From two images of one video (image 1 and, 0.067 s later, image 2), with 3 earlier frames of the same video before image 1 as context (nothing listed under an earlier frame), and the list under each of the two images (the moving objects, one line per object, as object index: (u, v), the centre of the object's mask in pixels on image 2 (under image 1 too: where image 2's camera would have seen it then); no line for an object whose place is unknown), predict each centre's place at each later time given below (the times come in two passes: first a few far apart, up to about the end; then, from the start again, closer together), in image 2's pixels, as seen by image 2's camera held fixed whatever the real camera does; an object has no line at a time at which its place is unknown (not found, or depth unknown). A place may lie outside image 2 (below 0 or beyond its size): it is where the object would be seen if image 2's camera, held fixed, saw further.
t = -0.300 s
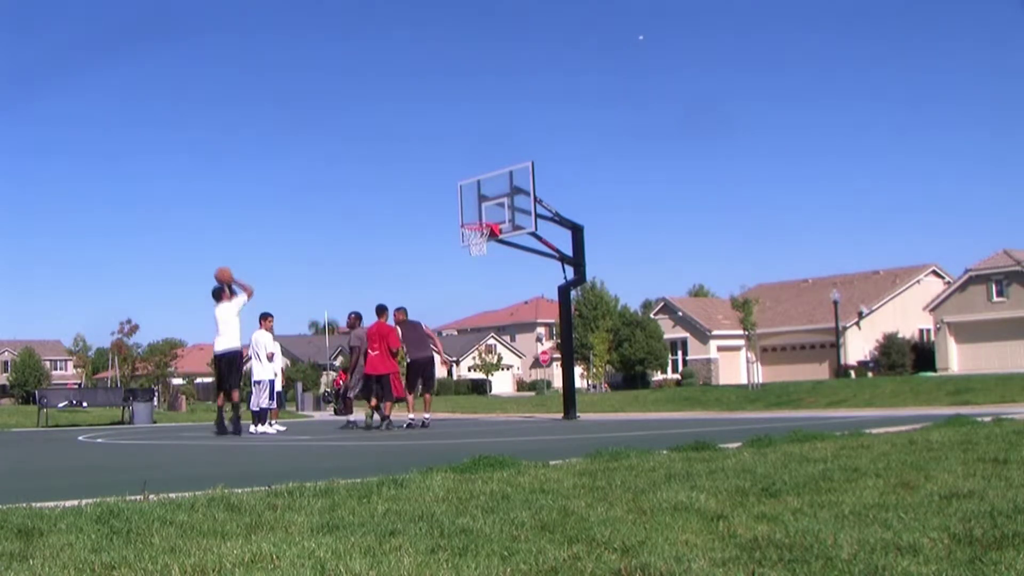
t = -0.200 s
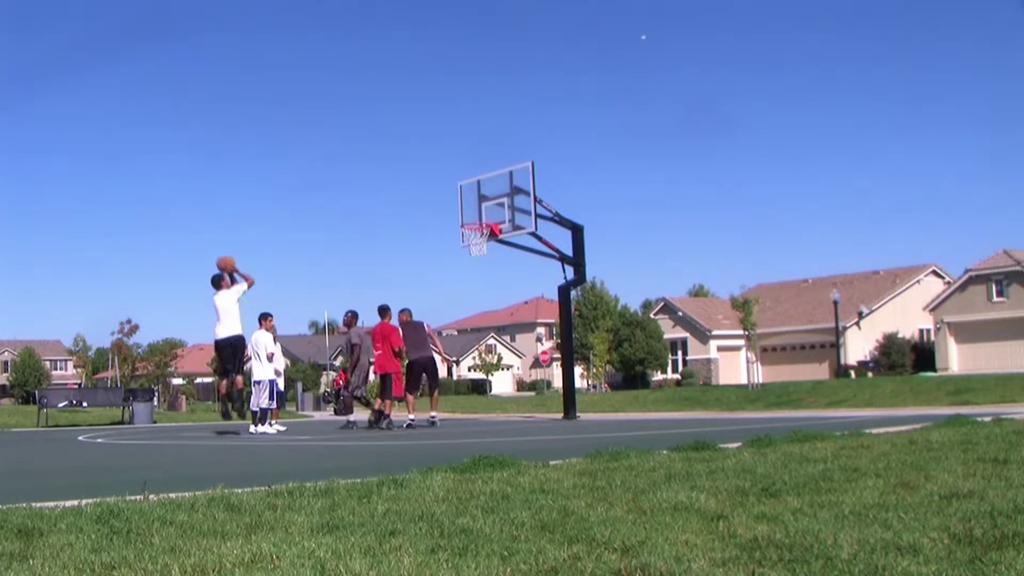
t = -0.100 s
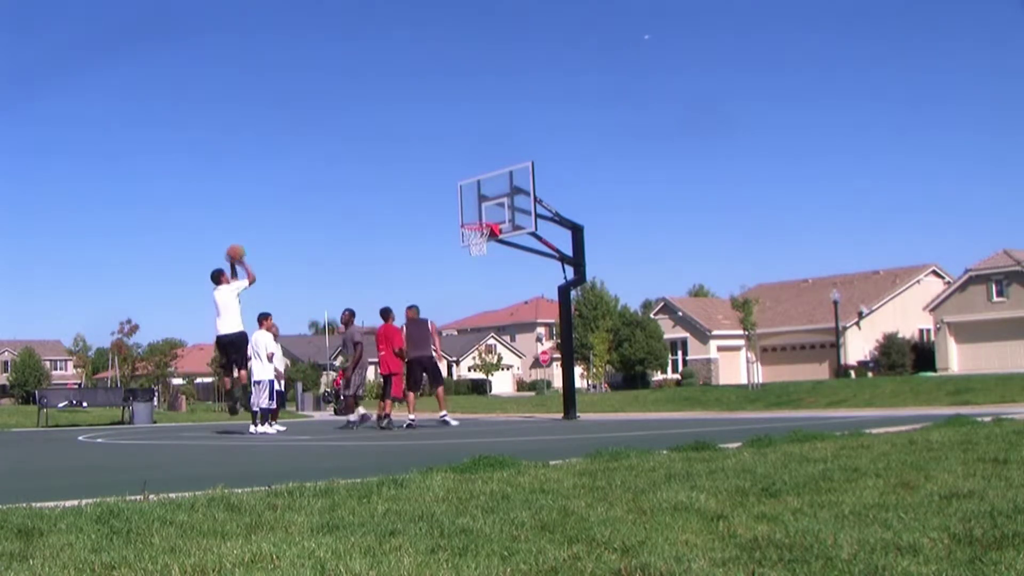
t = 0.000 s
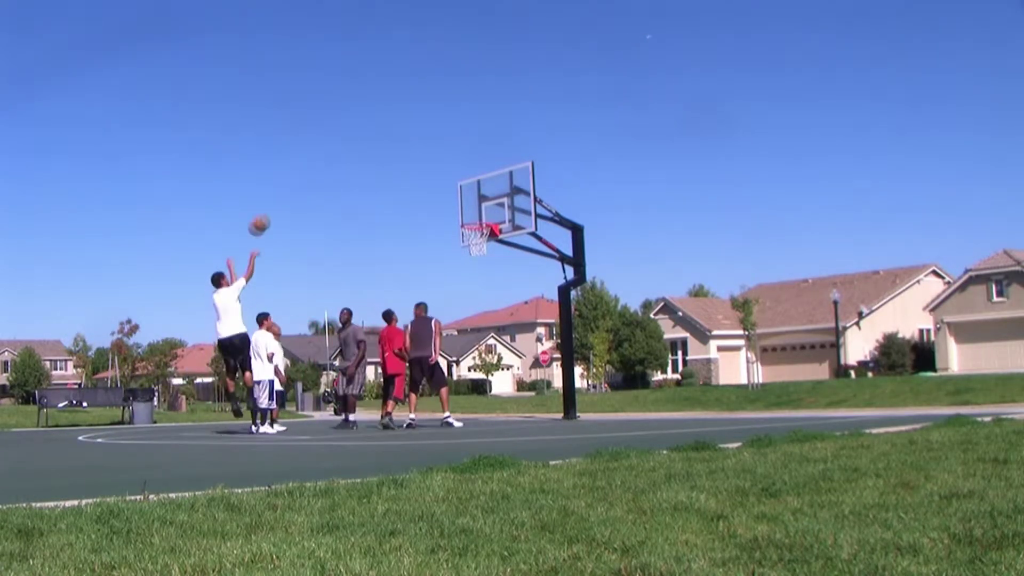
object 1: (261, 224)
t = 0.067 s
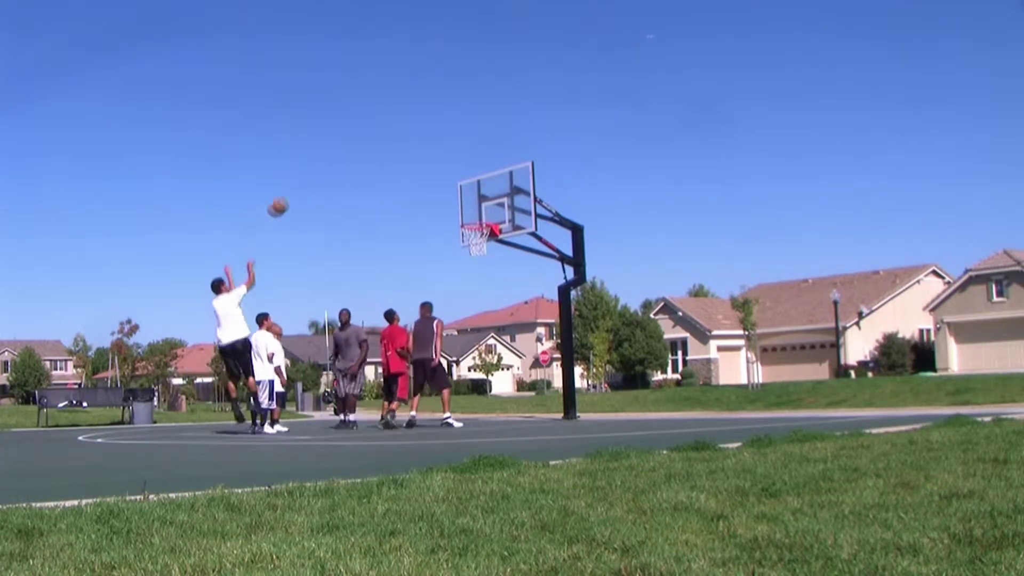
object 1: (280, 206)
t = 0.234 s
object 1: (325, 177)
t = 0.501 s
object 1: (394, 170)
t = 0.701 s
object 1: (443, 195)
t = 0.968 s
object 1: (482, 235)
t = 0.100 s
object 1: (289, 199)
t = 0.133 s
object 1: (298, 192)
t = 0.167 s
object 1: (308, 186)
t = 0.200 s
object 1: (316, 181)
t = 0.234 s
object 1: (325, 177)
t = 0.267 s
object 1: (334, 173)
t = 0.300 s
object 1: (342, 170)
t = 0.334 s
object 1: (352, 169)
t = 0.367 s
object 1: (360, 167)
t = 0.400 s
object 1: (368, 167)
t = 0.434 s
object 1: (376, 168)
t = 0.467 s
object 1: (385, 168)
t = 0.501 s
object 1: (394, 170)
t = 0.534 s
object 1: (402, 173)
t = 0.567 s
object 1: (410, 176)
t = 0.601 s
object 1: (418, 179)
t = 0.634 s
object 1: (426, 184)
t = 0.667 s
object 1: (434, 189)
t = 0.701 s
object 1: (443, 195)
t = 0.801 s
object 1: (465, 215)
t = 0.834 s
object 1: (472, 223)
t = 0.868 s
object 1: (479, 228)
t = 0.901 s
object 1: (486, 231)
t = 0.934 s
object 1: (485, 233)
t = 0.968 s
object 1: (482, 235)
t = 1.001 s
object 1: (480, 239)
